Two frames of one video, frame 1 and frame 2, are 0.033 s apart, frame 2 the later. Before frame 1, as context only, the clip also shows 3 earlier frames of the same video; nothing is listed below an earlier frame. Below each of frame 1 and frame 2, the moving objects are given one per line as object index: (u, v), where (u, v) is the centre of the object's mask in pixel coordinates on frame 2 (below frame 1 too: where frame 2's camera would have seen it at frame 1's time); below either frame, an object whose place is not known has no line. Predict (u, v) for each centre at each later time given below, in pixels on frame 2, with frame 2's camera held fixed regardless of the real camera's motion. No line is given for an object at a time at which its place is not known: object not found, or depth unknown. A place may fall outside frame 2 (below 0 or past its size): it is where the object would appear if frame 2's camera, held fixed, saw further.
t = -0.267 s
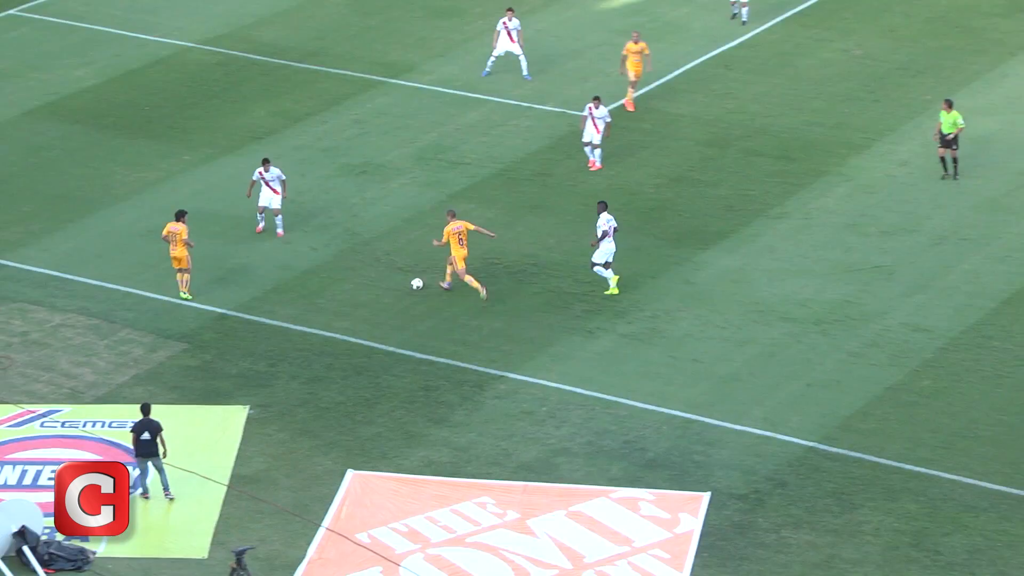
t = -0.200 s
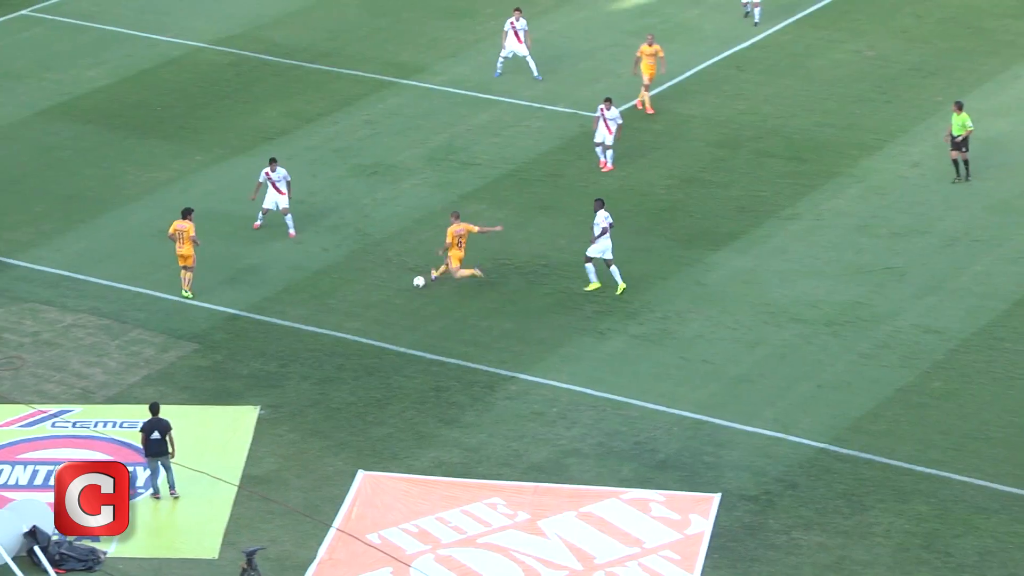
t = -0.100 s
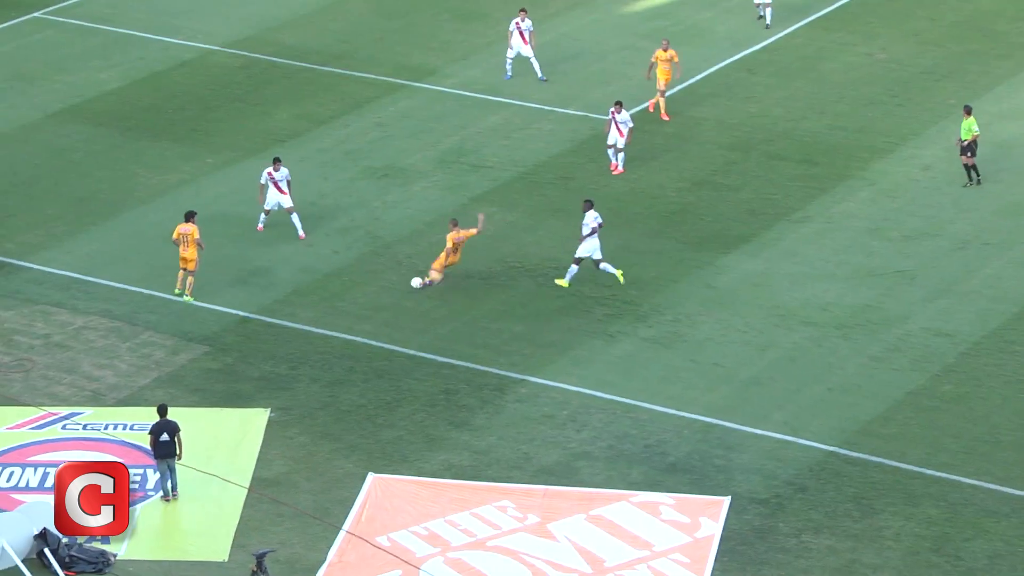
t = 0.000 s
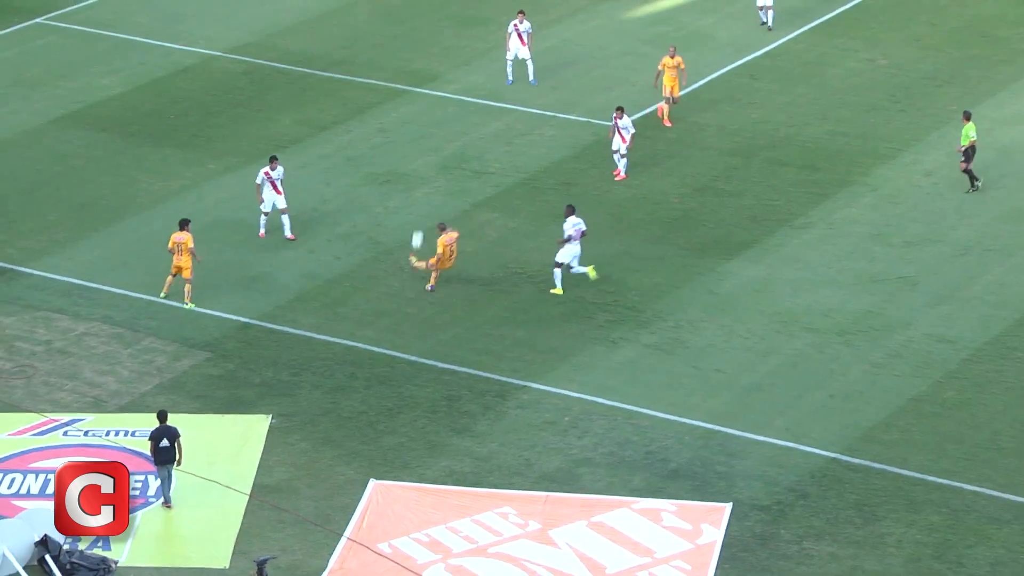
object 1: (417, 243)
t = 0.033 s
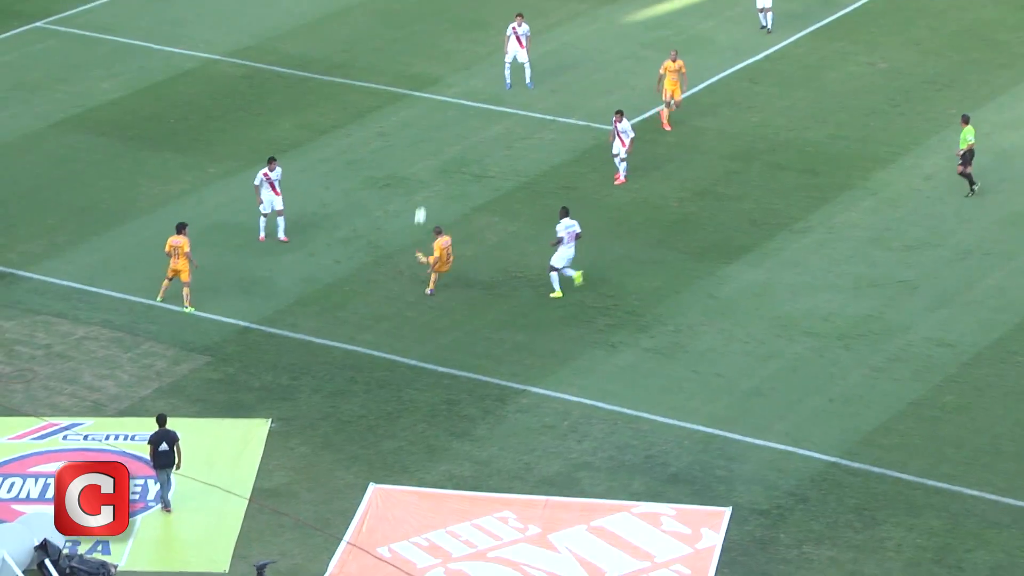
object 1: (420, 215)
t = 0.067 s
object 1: (424, 189)
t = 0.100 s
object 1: (428, 164)
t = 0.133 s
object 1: (432, 139)
